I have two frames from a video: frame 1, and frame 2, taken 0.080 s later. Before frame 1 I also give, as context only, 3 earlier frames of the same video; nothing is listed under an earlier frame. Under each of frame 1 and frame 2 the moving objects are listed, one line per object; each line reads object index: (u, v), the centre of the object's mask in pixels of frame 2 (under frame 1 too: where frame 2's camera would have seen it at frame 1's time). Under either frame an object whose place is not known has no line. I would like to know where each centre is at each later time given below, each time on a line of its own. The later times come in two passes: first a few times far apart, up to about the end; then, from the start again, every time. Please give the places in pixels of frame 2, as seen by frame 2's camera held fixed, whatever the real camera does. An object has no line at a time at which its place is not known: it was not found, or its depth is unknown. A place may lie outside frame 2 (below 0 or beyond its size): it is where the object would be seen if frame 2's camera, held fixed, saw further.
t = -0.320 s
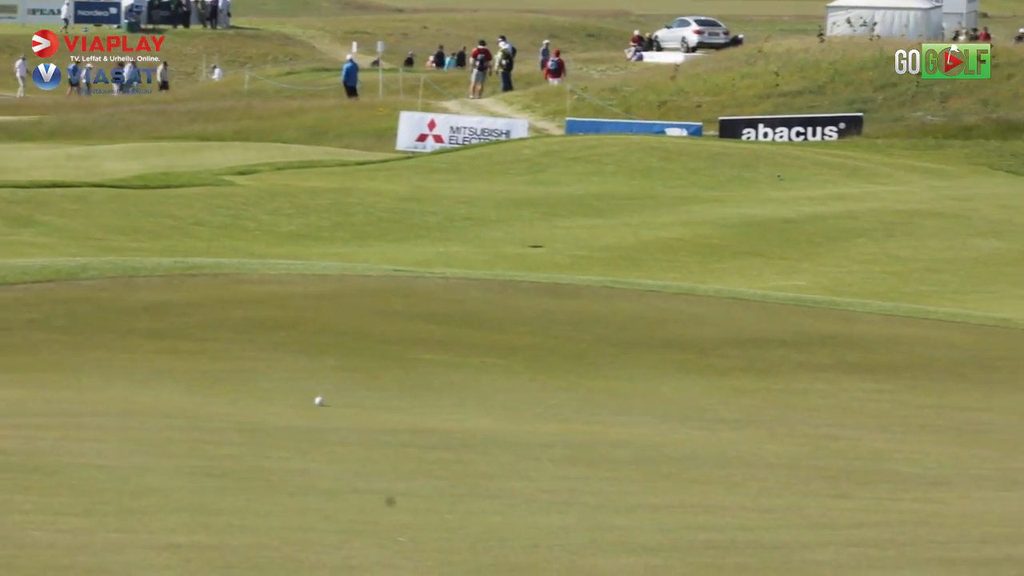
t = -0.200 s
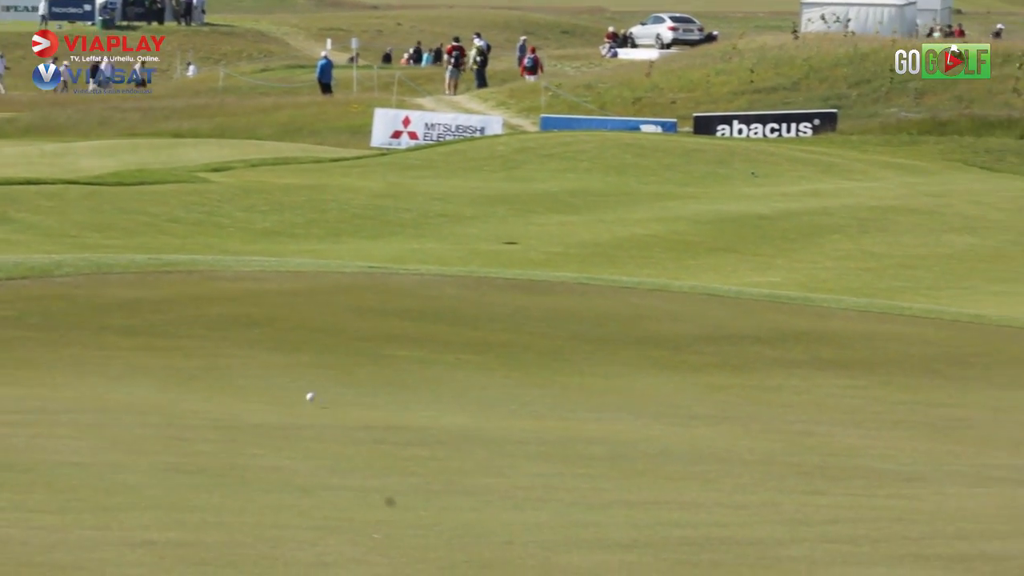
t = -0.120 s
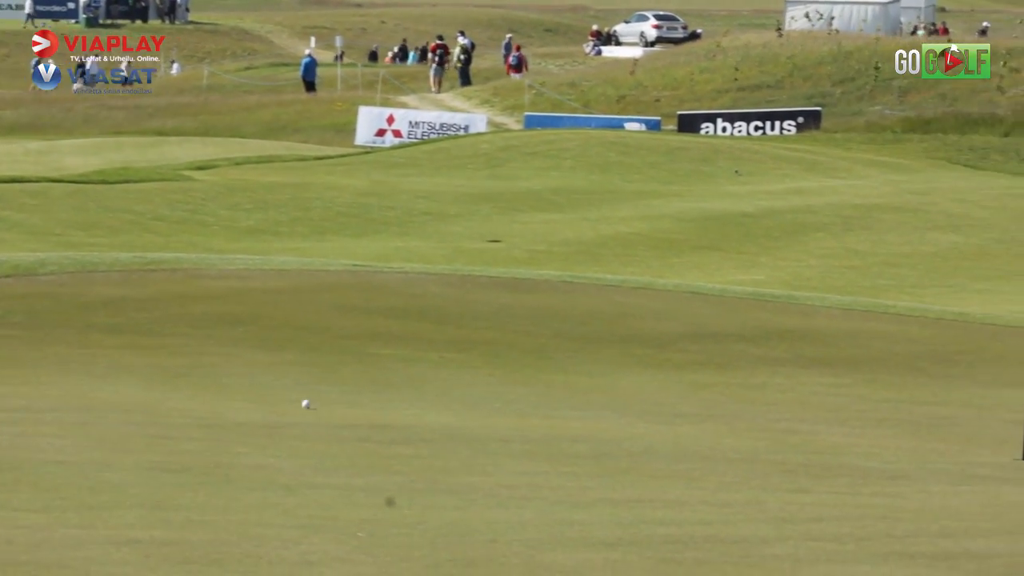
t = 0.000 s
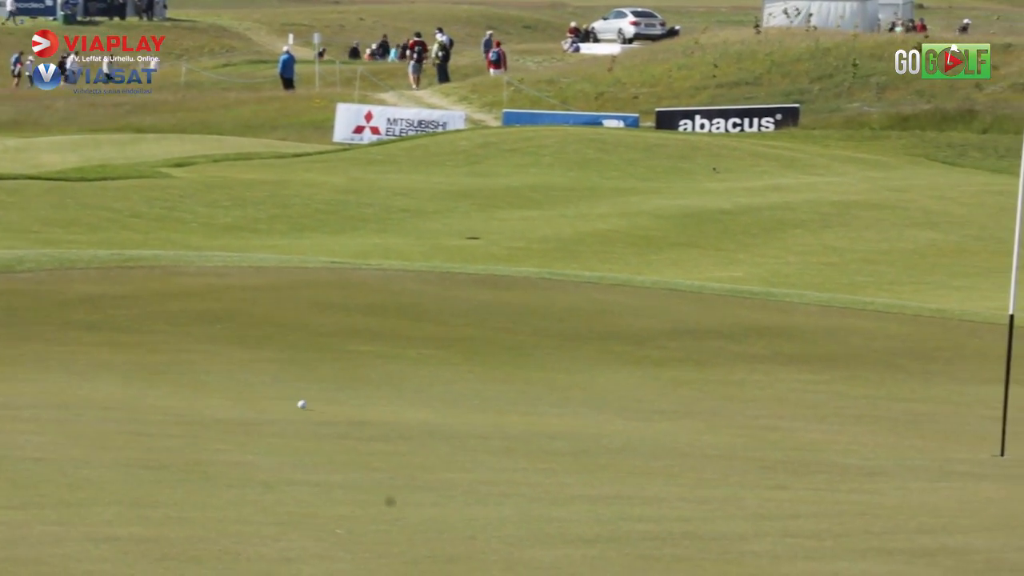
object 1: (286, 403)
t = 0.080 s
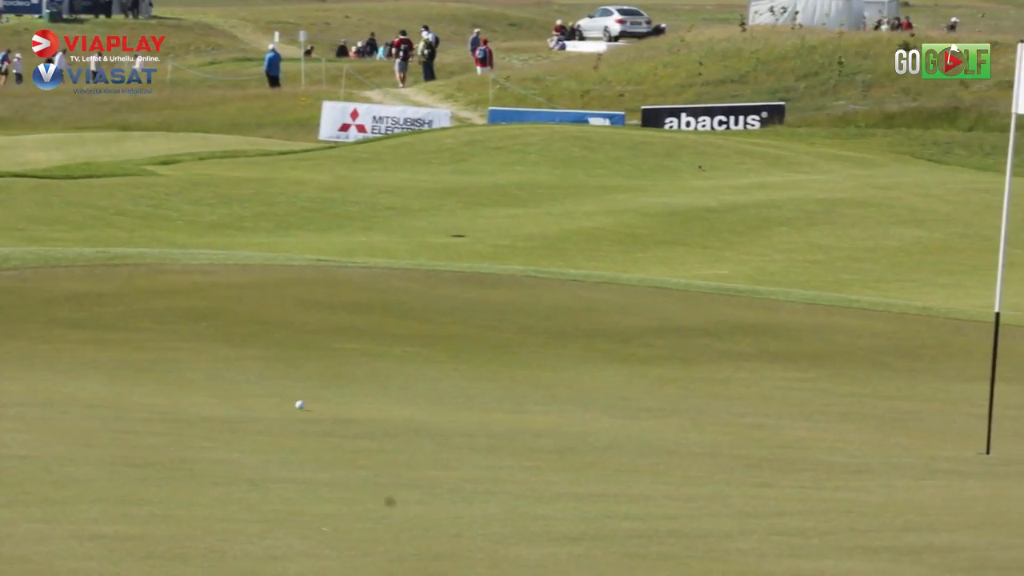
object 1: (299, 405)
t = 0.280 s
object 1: (331, 409)
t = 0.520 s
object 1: (368, 417)
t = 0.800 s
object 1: (412, 426)
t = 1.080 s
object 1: (458, 435)
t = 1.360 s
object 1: (503, 442)
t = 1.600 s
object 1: (543, 447)
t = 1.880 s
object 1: (586, 453)
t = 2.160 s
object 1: (627, 459)
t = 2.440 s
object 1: (667, 465)
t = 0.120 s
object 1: (305, 406)
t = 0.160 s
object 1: (312, 405)
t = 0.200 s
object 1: (318, 407)
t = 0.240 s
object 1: (324, 407)
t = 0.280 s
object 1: (331, 409)
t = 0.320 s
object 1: (337, 410)
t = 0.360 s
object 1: (343, 412)
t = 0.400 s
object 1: (349, 413)
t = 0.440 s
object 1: (355, 414)
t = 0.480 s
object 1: (361, 415)
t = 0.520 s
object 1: (368, 417)
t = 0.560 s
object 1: (373, 418)
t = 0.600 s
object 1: (380, 419)
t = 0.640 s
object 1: (387, 421)
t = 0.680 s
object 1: (393, 422)
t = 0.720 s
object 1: (399, 424)
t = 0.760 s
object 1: (406, 425)
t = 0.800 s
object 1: (412, 426)
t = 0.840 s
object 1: (418, 427)
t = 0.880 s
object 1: (426, 428)
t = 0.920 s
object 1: (432, 429)
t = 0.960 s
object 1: (438, 431)
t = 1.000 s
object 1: (444, 432)
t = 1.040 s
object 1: (452, 433)
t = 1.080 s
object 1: (458, 435)
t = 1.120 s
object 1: (465, 435)
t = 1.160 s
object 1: (472, 437)
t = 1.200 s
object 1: (478, 438)
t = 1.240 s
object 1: (484, 438)
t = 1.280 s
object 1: (491, 440)
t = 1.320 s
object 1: (497, 440)
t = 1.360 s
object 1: (503, 442)
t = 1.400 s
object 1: (510, 443)
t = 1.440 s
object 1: (517, 444)
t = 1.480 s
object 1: (523, 445)
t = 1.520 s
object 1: (530, 446)
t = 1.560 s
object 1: (536, 446)
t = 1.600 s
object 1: (543, 447)
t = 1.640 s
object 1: (549, 448)
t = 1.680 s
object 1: (555, 449)
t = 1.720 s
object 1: (561, 450)
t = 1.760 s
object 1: (567, 451)
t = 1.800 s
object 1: (574, 452)
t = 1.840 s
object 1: (579, 453)
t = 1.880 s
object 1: (586, 453)
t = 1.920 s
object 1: (592, 453)
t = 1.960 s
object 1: (598, 454)
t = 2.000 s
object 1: (603, 455)
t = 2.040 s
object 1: (609, 456)
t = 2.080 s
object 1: (615, 457)
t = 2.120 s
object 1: (621, 458)
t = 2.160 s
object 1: (627, 459)
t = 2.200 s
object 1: (632, 459)
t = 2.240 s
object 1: (638, 460)
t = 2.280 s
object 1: (644, 461)
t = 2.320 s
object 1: (649, 462)
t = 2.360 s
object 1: (655, 463)
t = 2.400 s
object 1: (661, 464)
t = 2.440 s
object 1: (667, 465)
